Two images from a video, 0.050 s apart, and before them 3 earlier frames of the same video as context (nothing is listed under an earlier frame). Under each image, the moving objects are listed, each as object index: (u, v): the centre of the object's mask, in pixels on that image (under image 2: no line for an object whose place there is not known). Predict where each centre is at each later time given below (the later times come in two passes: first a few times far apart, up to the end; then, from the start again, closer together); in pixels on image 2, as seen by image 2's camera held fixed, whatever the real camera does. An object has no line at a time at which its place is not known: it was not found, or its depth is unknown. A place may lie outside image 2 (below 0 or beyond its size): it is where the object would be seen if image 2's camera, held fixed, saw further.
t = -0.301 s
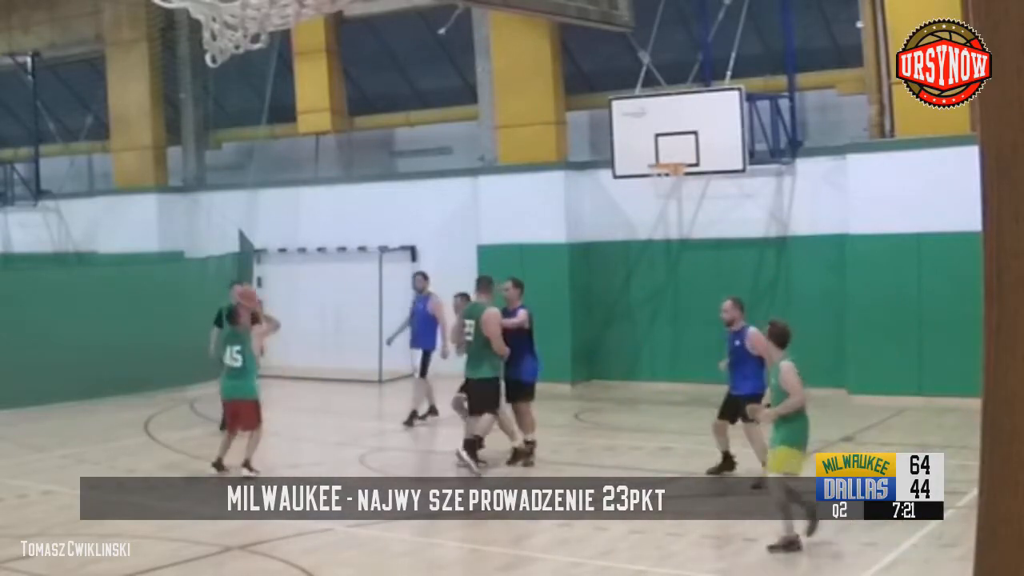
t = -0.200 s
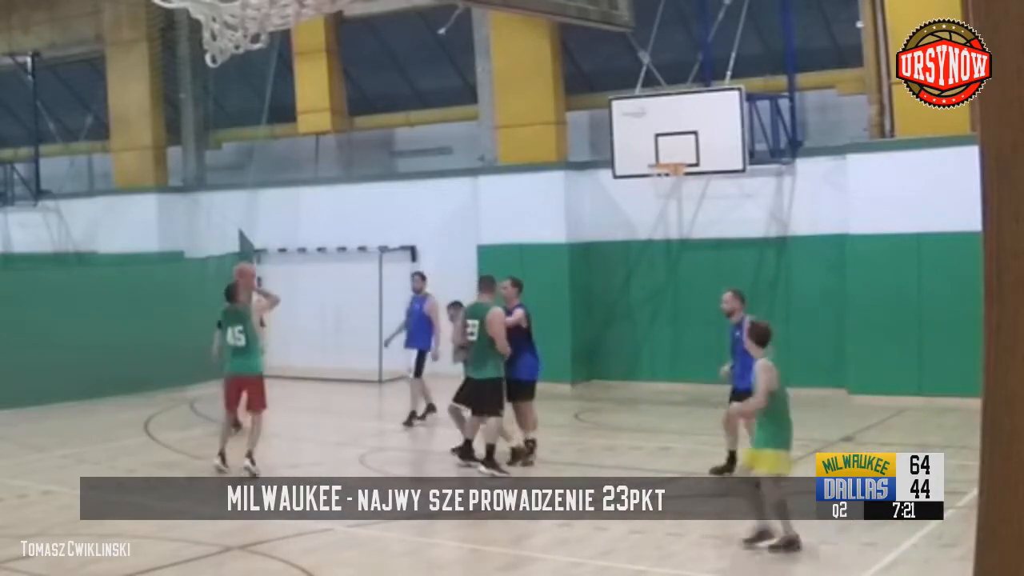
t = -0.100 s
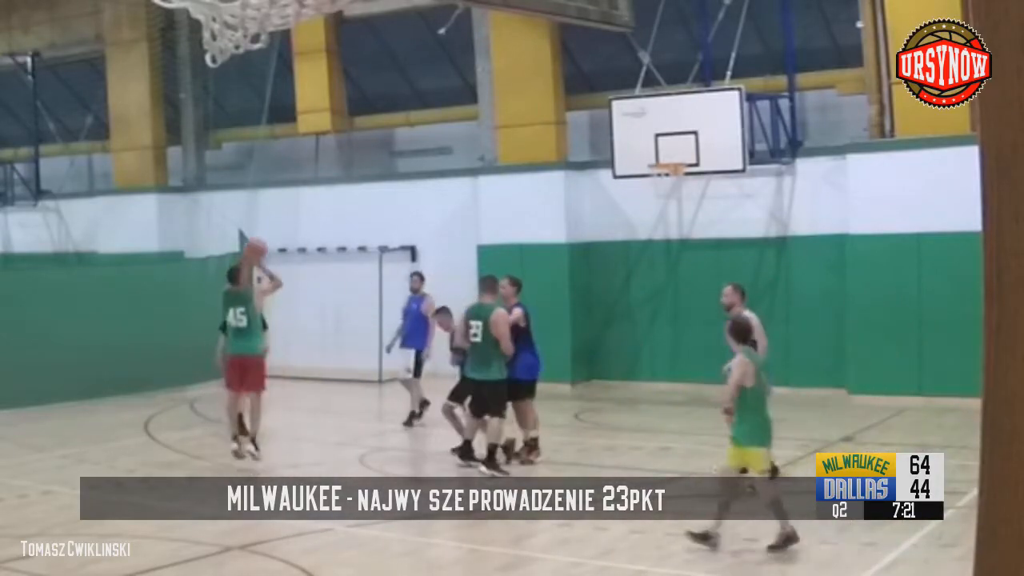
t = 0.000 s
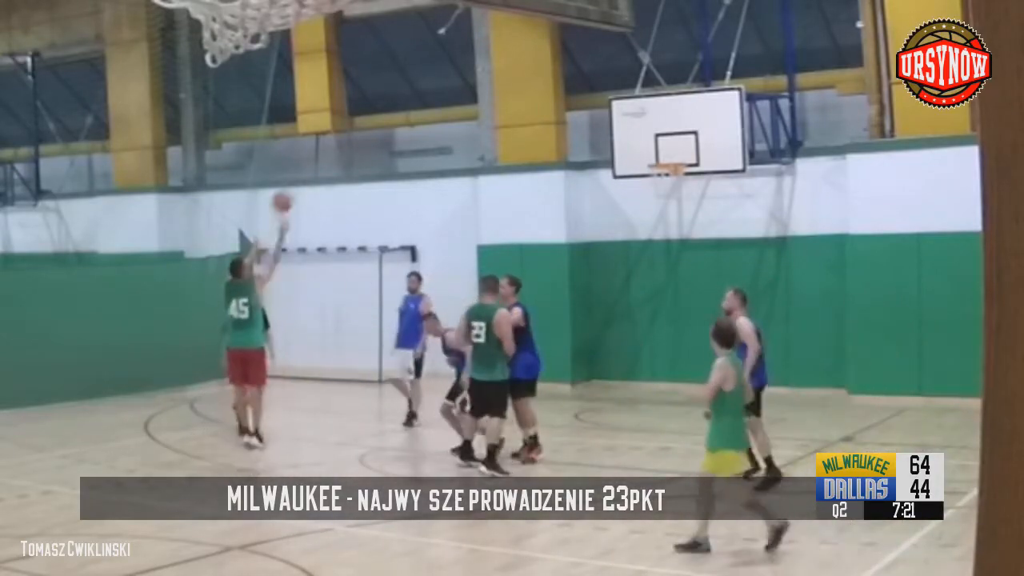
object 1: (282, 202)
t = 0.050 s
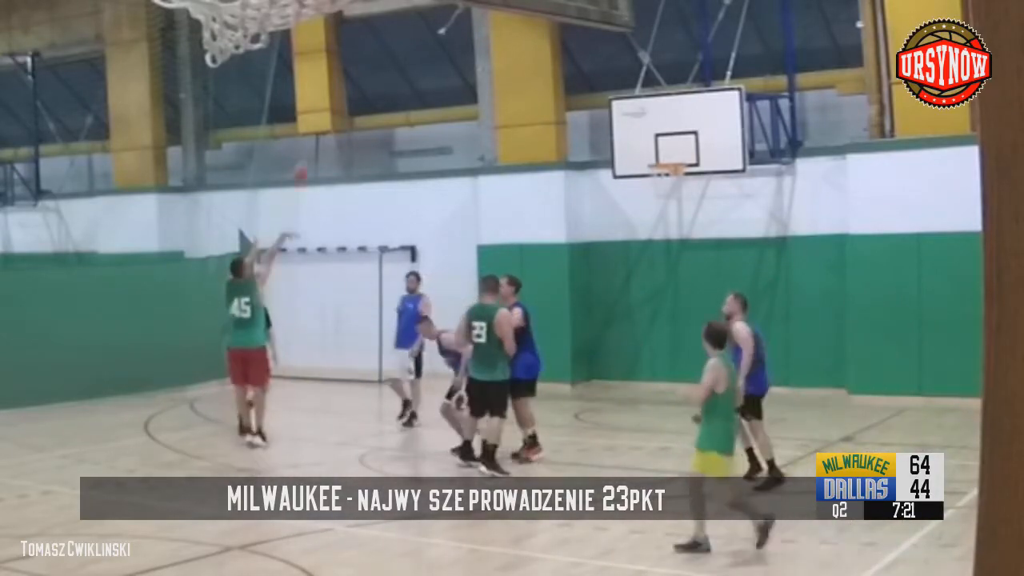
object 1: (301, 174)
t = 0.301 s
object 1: (400, 81)
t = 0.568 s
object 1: (494, 48)
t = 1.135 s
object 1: (670, 165)
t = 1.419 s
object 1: (659, 178)
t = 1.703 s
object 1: (674, 228)
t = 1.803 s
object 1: (678, 259)
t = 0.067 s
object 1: (308, 167)
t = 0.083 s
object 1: (318, 156)
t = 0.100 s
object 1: (324, 148)
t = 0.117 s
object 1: (331, 142)
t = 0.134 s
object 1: (337, 134)
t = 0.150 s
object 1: (342, 128)
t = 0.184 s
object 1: (357, 113)
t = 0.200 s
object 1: (363, 110)
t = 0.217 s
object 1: (370, 104)
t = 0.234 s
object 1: (375, 99)
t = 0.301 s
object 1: (400, 81)
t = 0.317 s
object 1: (406, 76)
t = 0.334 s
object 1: (412, 72)
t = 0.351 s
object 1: (418, 69)
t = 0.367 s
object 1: (424, 66)
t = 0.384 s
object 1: (430, 63)
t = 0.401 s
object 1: (436, 60)
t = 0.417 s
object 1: (442, 58)
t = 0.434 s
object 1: (448, 56)
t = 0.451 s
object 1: (454, 54)
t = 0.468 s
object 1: (460, 52)
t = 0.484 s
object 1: (467, 51)
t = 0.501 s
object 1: (473, 49)
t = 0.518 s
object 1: (477, 48)
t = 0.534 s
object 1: (482, 47)
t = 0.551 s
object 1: (486, 47)
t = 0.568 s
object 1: (494, 48)
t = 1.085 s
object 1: (658, 149)
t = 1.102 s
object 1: (663, 155)
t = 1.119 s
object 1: (667, 159)
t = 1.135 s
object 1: (670, 165)
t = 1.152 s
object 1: (670, 173)
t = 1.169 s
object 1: (668, 177)
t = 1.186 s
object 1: (666, 183)
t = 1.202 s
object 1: (666, 183)
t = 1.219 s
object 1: (662, 183)
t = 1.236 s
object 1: (661, 181)
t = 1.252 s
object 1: (660, 178)
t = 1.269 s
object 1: (659, 175)
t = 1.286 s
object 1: (659, 172)
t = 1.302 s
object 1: (658, 171)
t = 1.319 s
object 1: (658, 172)
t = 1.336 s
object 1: (658, 171)
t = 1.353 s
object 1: (658, 172)
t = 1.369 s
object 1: (658, 173)
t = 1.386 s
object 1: (658, 174)
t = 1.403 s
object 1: (659, 176)
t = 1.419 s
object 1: (659, 178)
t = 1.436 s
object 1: (660, 178)
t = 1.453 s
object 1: (661, 180)
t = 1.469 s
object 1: (661, 183)
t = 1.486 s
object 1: (662, 186)
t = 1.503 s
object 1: (663, 187)
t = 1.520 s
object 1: (663, 188)
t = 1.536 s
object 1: (665, 191)
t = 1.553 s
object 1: (666, 197)
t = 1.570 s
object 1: (667, 198)
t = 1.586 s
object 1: (668, 202)
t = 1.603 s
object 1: (669, 206)
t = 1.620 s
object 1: (669, 209)
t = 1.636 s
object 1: (671, 212)
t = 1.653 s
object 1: (671, 216)
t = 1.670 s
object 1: (672, 220)
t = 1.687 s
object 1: (673, 224)
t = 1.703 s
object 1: (674, 228)
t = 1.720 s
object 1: (675, 232)
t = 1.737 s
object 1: (676, 237)
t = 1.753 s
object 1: (676, 243)
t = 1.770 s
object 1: (677, 247)
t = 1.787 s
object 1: (678, 252)
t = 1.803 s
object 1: (678, 259)
